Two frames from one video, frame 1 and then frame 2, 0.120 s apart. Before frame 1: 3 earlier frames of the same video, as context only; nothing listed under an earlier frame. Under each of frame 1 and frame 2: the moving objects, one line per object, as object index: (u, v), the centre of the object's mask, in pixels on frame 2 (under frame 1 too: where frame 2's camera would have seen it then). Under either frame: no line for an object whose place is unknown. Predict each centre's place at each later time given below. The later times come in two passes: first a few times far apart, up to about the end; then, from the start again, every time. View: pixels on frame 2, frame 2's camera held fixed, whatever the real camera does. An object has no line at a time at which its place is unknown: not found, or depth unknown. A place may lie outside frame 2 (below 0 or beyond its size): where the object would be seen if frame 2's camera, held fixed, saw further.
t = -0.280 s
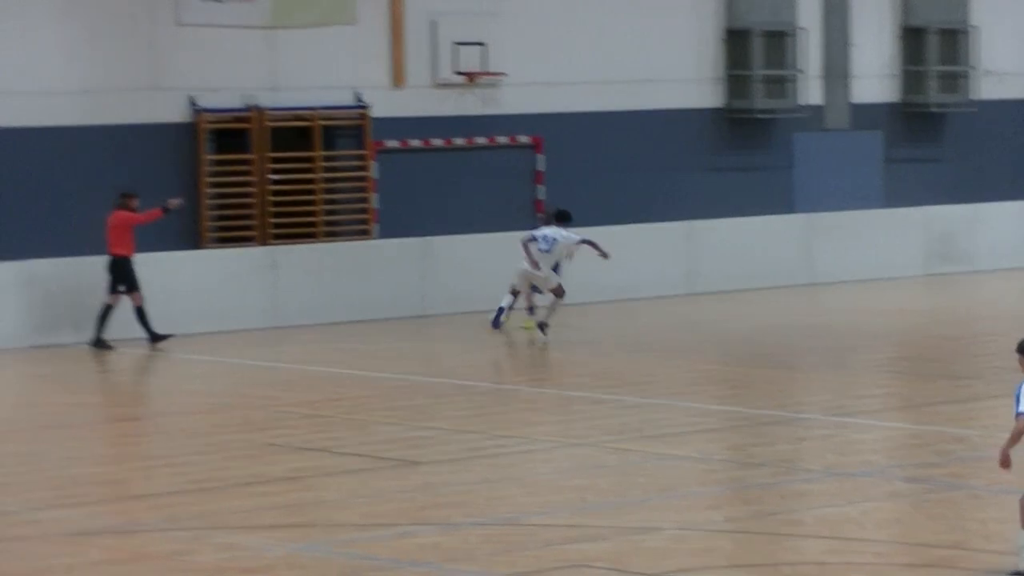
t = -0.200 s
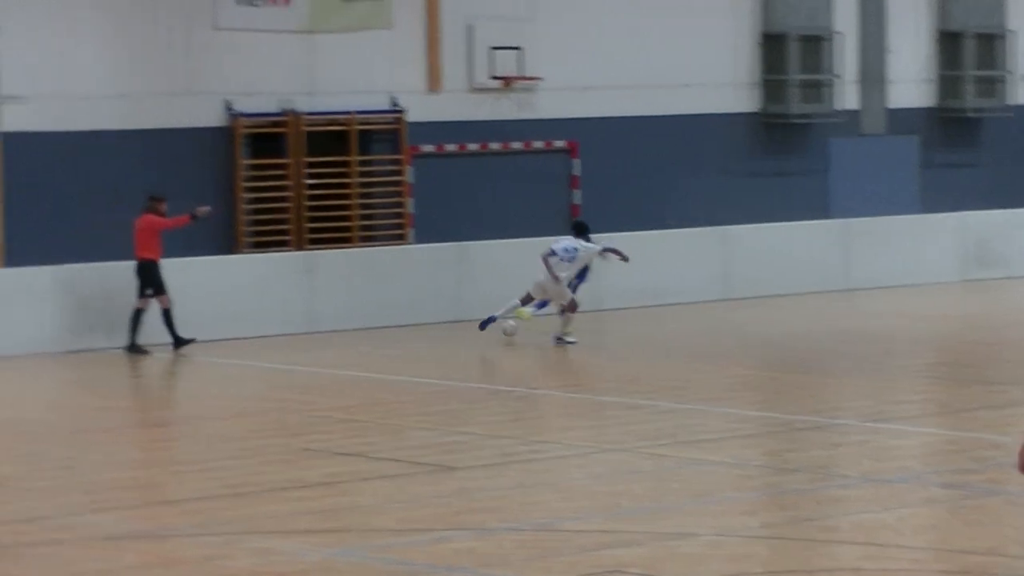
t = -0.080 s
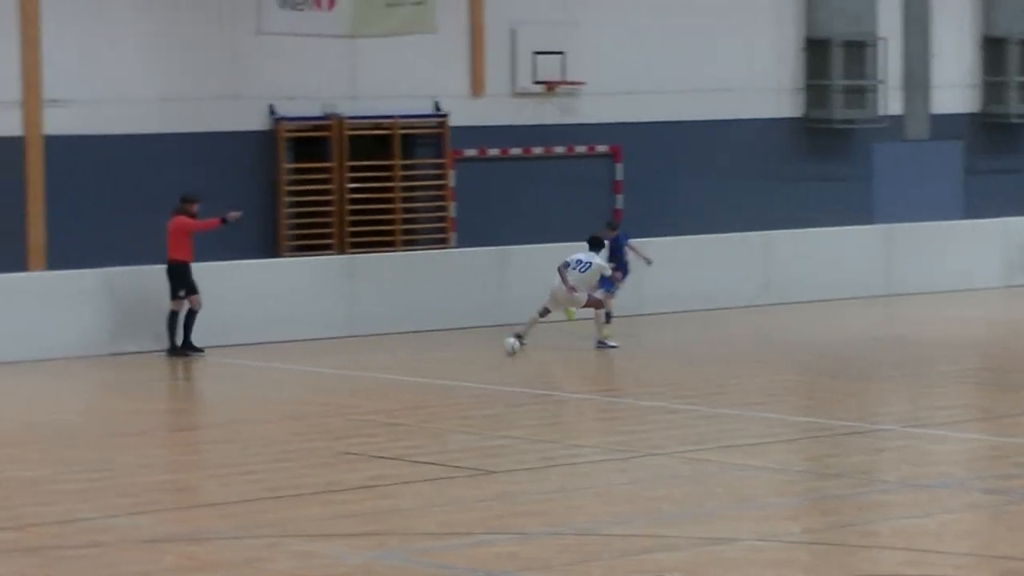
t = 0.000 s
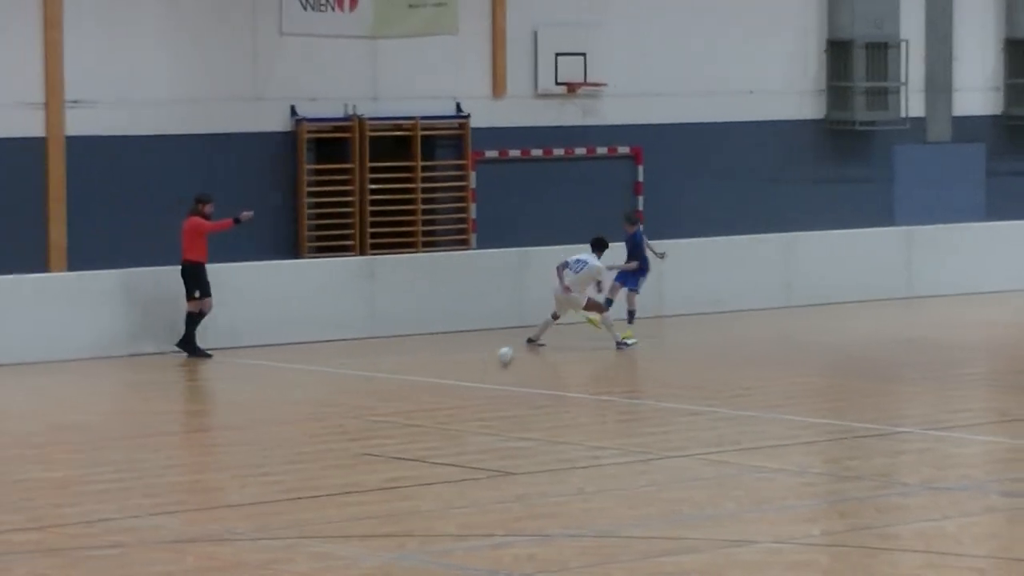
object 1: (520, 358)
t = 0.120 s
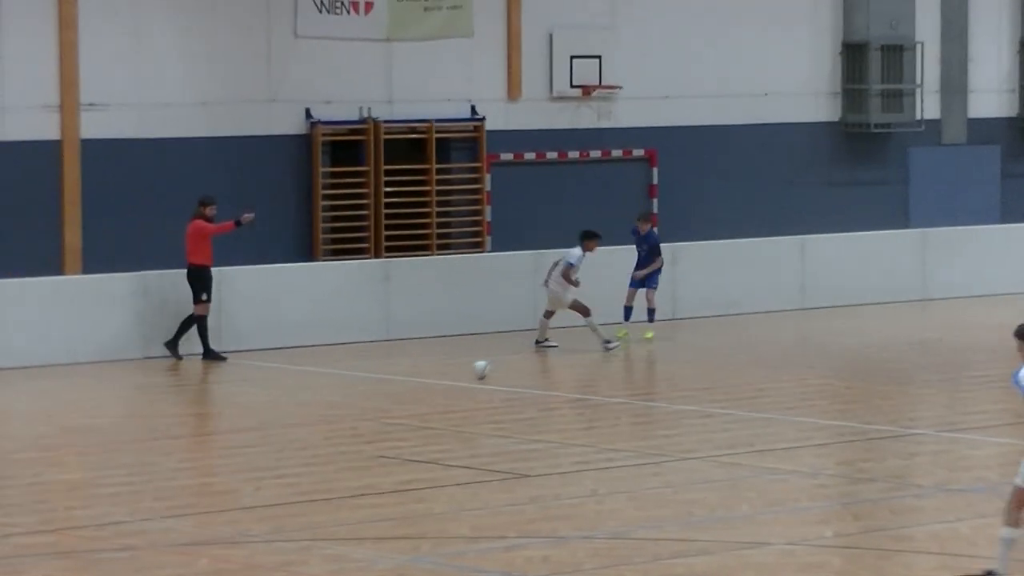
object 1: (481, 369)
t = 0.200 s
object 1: (456, 377)
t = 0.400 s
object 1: (396, 395)
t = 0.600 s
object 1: (336, 415)
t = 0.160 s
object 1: (468, 374)
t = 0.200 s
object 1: (456, 377)
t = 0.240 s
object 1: (443, 381)
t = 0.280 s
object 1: (430, 385)
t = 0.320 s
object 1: (419, 387)
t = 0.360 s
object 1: (407, 391)
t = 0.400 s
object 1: (396, 395)
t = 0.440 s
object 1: (383, 399)
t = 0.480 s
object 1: (371, 403)
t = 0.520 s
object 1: (359, 407)
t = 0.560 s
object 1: (348, 411)
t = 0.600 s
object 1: (336, 415)
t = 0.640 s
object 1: (325, 419)
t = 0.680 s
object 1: (313, 422)
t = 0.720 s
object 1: (303, 426)
